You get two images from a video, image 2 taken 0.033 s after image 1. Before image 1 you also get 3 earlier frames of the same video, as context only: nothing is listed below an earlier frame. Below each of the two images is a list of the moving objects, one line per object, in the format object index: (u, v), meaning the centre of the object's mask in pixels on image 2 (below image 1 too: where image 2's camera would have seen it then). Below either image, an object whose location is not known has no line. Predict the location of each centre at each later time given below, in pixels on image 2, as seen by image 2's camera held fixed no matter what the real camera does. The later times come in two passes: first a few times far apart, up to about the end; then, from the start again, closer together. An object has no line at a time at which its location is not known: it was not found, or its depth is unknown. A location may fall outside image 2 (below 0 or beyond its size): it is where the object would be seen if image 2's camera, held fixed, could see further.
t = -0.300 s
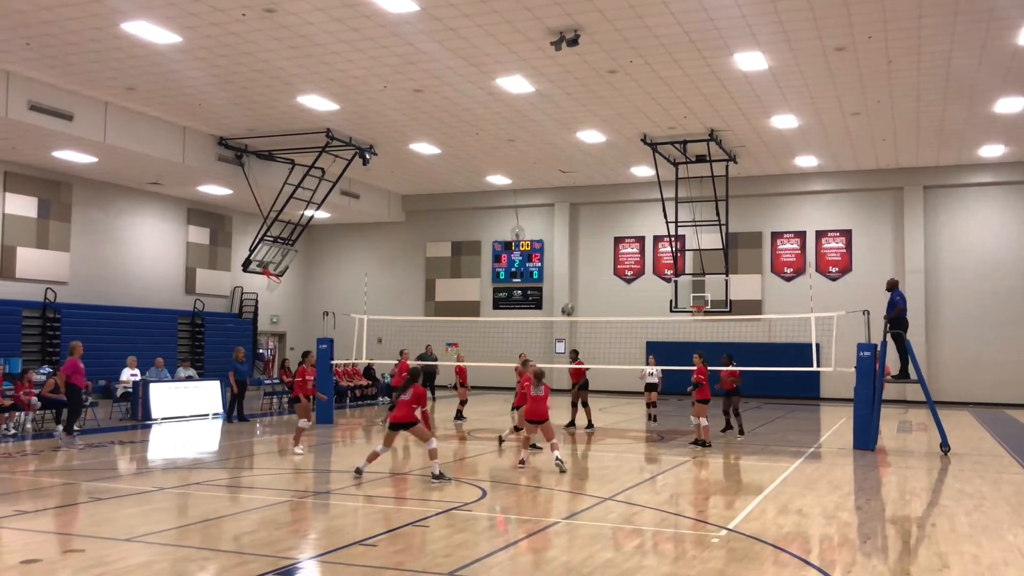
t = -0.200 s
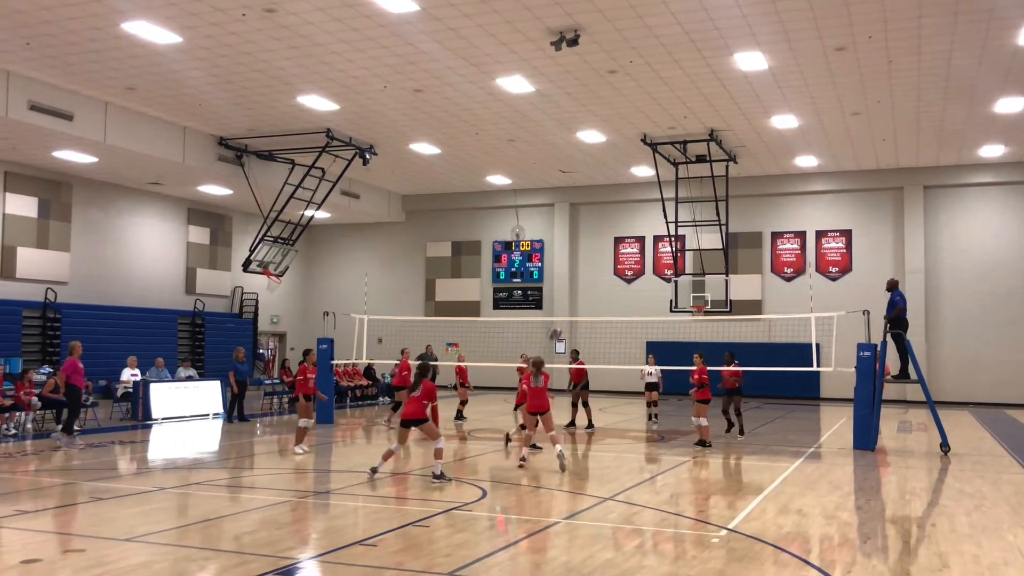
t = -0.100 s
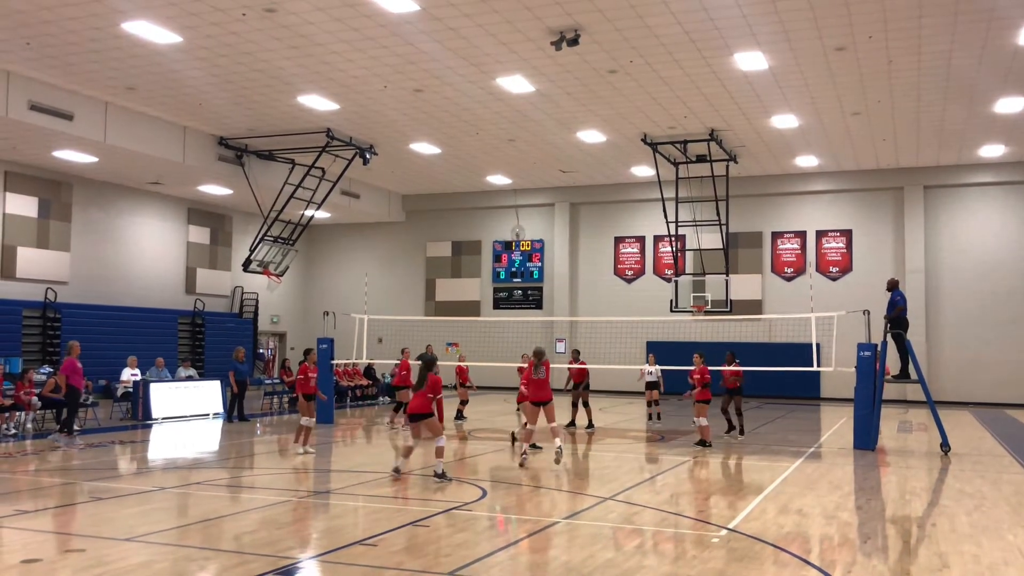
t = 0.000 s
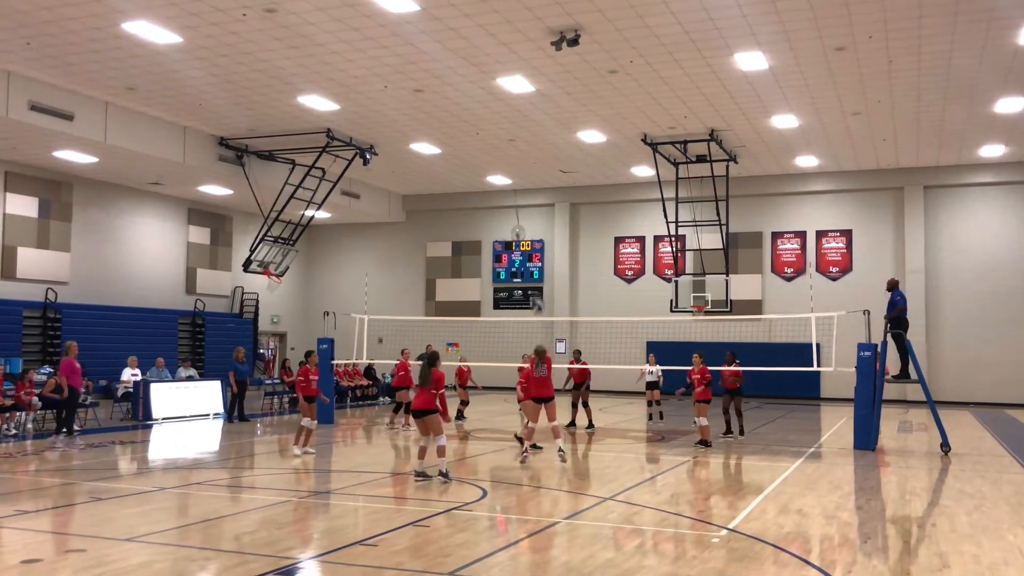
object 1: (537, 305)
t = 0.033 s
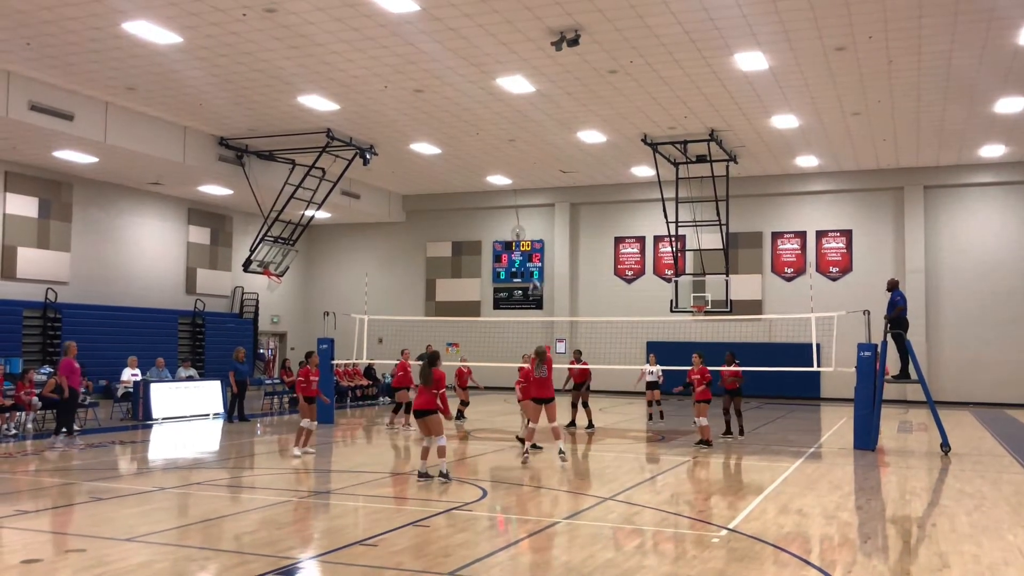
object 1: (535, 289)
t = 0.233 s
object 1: (526, 198)
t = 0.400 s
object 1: (517, 144)
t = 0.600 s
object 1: (506, 103)
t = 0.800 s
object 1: (494, 90)
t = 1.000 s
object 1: (481, 106)
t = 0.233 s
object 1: (526, 198)
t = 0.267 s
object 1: (525, 186)
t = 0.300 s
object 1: (522, 175)
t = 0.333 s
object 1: (521, 164)
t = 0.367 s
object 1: (519, 153)
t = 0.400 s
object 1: (517, 144)
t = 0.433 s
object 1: (516, 136)
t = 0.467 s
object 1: (514, 128)
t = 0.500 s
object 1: (511, 120)
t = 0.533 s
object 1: (509, 114)
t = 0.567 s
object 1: (508, 108)
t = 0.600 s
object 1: (506, 103)
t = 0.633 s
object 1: (504, 99)
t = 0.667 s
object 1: (502, 95)
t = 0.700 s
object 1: (500, 91)
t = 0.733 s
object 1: (498, 91)
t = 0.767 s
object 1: (496, 90)
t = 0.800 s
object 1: (494, 90)
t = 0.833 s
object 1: (492, 90)
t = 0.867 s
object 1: (490, 91)
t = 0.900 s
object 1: (488, 94)
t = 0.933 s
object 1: (485, 98)
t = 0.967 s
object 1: (484, 102)
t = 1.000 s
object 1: (481, 106)
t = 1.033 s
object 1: (479, 112)
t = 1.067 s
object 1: (477, 119)
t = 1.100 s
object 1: (475, 126)
